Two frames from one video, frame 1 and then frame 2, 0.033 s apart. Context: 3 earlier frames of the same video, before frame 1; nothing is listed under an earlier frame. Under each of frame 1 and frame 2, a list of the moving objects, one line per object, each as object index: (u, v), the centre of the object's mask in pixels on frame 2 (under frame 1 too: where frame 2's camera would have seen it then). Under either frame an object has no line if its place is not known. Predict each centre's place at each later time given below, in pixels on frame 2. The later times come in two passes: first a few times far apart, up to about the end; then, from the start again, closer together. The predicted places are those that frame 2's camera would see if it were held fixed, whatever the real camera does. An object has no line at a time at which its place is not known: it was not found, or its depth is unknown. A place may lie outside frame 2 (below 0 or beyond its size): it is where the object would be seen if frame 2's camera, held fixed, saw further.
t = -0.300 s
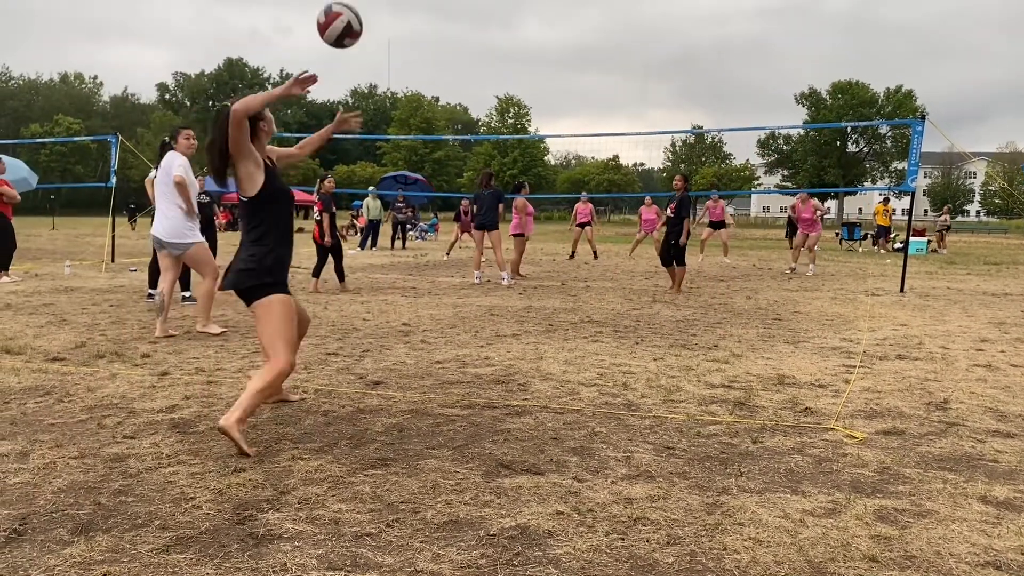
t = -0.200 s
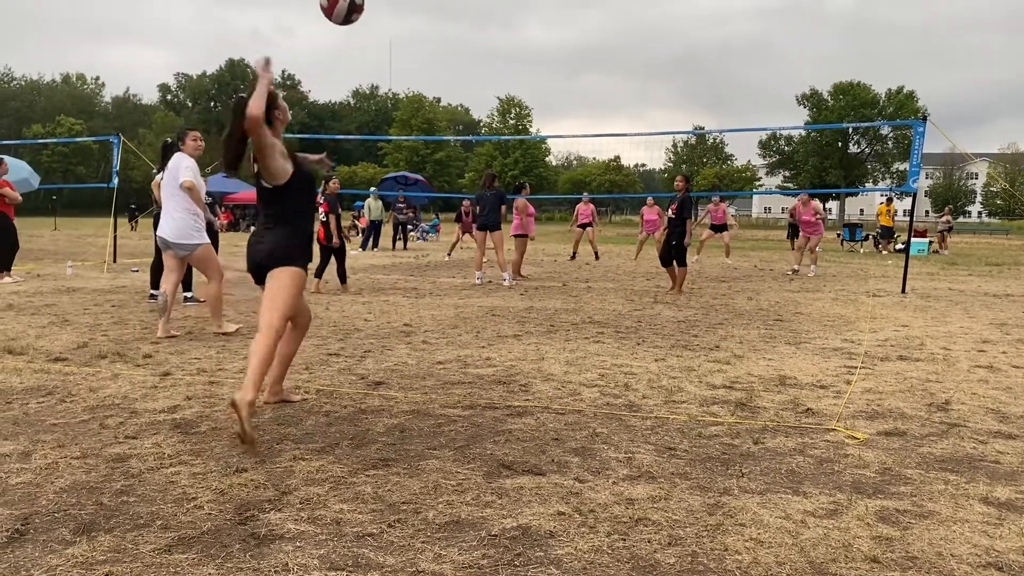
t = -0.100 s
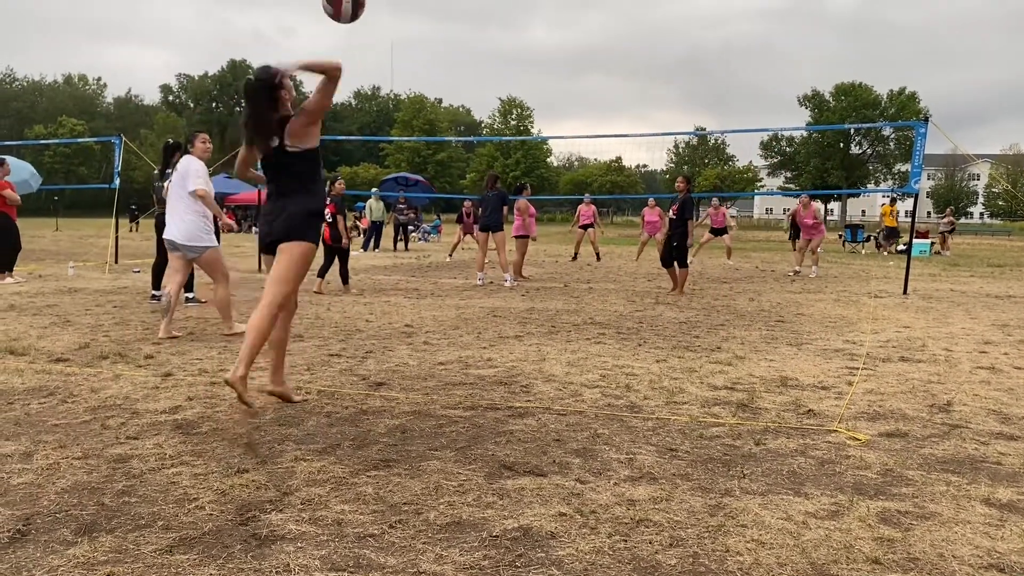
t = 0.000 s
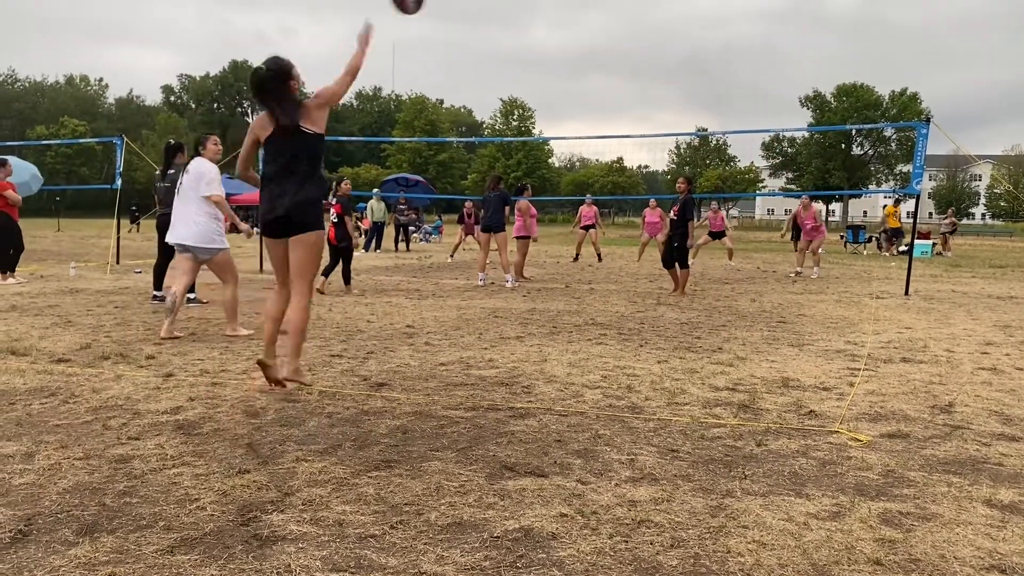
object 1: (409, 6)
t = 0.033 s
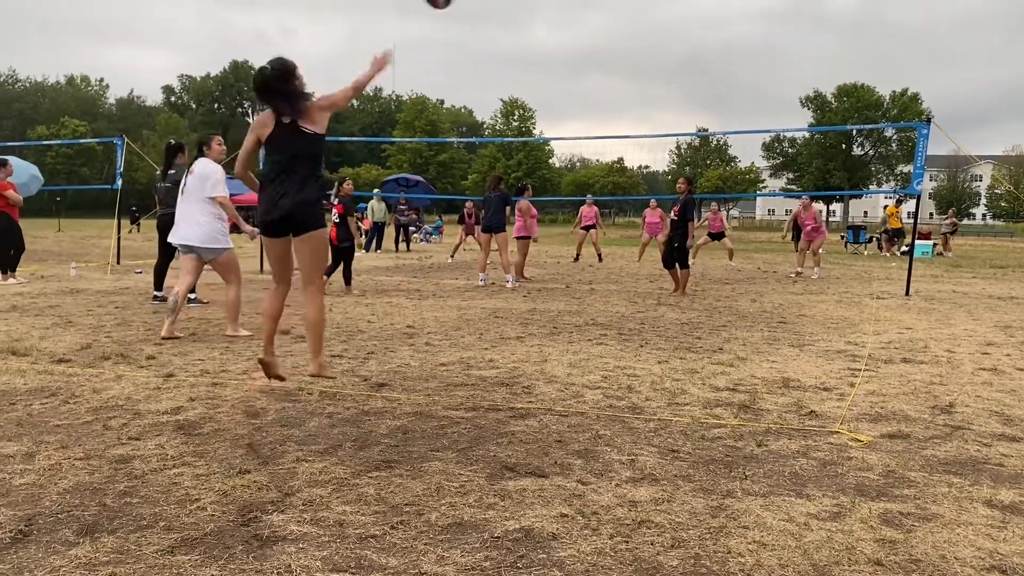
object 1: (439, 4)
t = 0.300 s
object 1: (579, 11)
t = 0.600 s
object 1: (641, 77)
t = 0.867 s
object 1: (664, 147)
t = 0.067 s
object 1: (465, 2)
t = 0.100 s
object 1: (488, 1)
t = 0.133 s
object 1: (508, 1)
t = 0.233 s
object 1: (556, 4)
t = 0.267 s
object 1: (568, 7)
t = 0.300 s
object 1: (579, 11)
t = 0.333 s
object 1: (590, 18)
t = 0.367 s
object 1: (598, 25)
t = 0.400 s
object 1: (606, 32)
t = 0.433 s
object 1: (613, 39)
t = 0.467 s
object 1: (620, 46)
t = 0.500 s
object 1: (626, 54)
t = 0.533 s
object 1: (631, 61)
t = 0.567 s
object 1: (636, 69)
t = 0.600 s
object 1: (641, 77)
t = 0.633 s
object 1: (645, 85)
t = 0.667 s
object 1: (649, 93)
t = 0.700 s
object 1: (652, 101)
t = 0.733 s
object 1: (655, 110)
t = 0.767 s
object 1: (658, 119)
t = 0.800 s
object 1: (660, 128)
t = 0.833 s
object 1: (663, 137)
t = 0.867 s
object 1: (664, 147)
